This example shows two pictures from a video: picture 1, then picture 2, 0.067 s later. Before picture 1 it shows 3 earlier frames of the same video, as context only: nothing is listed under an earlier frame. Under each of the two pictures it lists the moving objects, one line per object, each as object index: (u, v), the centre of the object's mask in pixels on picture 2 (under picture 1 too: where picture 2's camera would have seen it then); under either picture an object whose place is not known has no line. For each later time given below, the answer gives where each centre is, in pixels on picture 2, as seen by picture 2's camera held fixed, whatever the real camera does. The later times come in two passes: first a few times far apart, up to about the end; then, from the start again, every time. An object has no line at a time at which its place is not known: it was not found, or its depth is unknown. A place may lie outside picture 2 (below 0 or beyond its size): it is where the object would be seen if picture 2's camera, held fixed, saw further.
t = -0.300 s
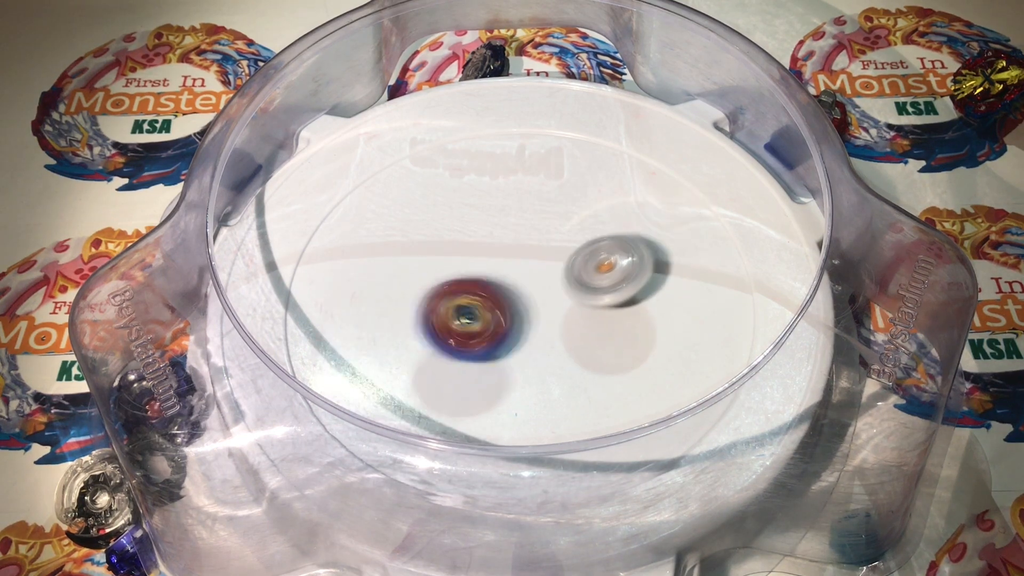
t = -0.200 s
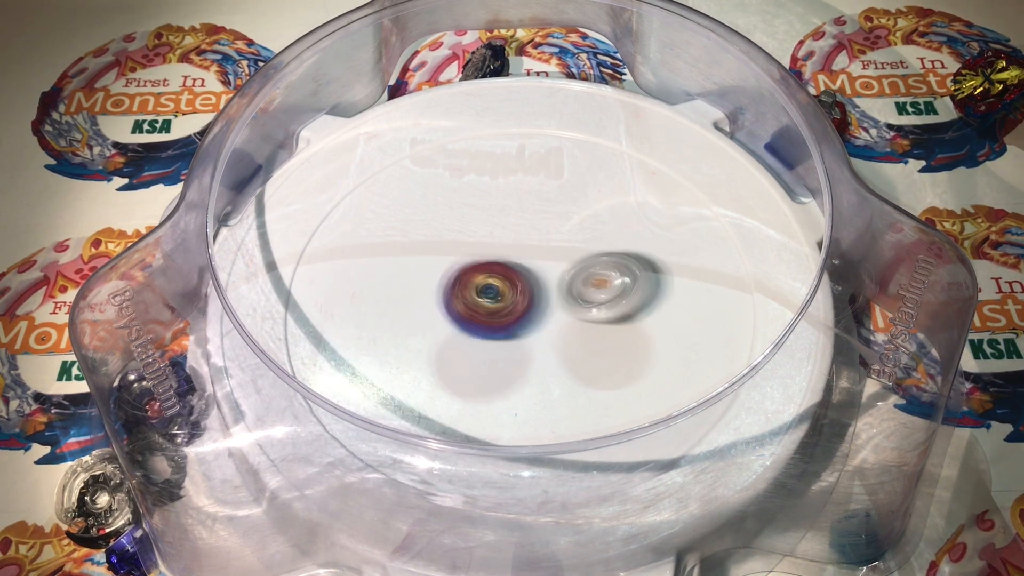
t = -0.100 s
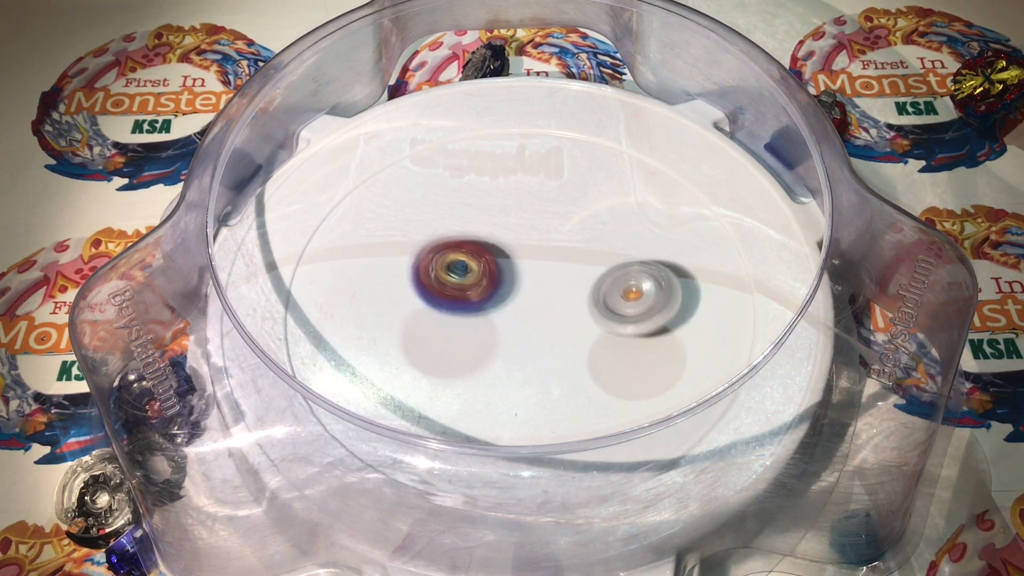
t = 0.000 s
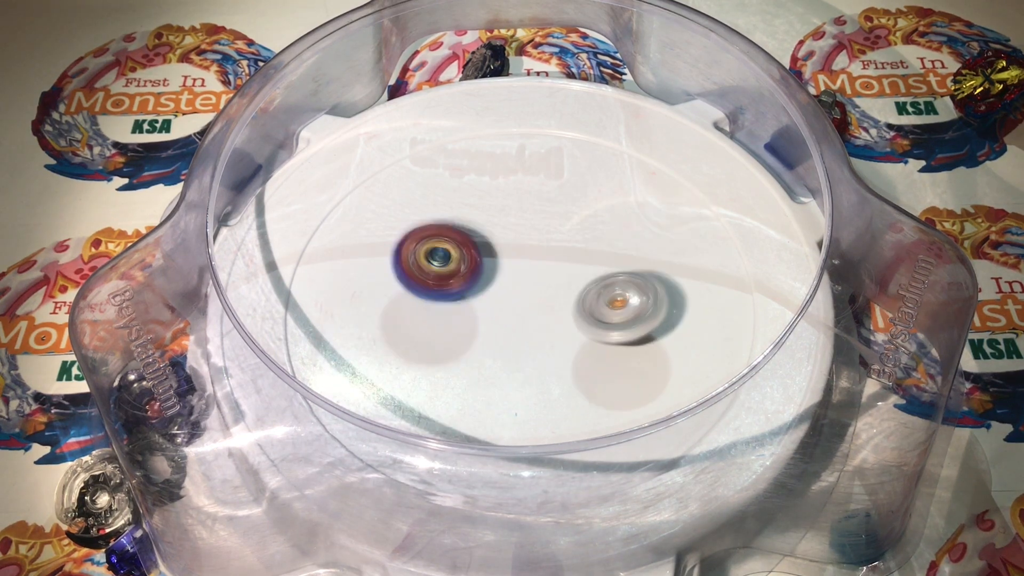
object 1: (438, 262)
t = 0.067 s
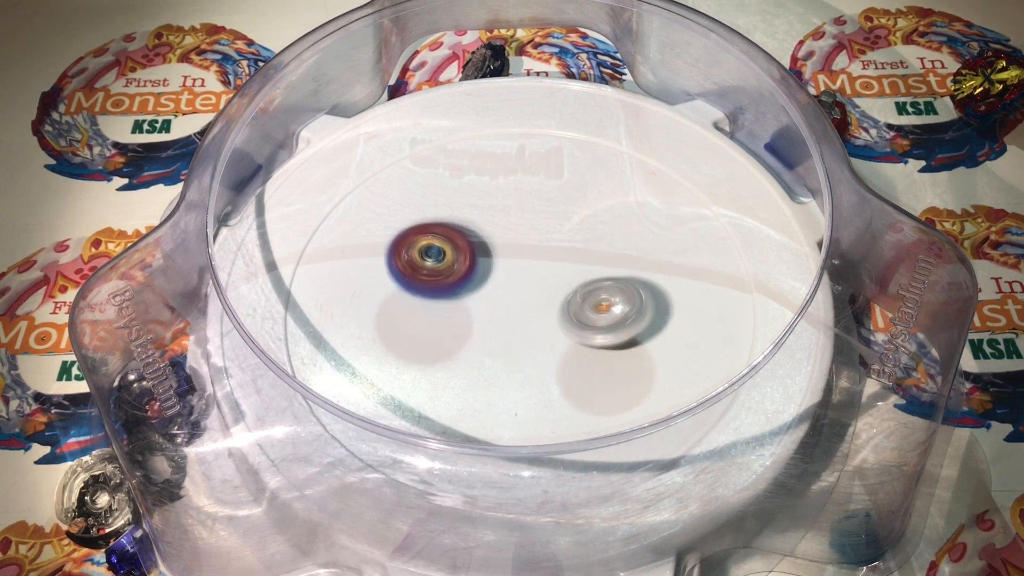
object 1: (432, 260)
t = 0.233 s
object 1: (446, 268)
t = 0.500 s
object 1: (470, 247)
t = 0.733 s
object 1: (482, 225)
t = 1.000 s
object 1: (522, 191)
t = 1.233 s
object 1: (556, 233)
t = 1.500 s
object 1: (600, 270)
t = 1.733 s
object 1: (611, 316)
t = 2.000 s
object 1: (584, 336)
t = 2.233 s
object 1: (546, 344)
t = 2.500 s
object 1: (539, 359)
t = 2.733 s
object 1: (547, 315)
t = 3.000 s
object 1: (574, 336)
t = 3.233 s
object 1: (550, 329)
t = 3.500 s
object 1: (559, 309)
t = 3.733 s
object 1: (551, 305)
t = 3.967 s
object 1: (567, 318)
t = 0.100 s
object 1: (431, 260)
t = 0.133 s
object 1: (432, 262)
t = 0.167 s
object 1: (436, 264)
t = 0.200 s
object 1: (439, 265)
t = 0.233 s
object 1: (446, 268)
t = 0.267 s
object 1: (455, 273)
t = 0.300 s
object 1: (464, 271)
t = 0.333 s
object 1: (463, 265)
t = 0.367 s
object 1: (463, 260)
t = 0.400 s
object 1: (465, 255)
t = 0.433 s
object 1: (465, 252)
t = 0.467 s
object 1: (466, 249)
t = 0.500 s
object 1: (470, 247)
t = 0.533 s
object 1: (471, 242)
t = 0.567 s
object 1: (470, 236)
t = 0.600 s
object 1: (471, 230)
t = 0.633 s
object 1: (472, 228)
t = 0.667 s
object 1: (474, 227)
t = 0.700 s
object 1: (479, 224)
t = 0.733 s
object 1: (482, 225)
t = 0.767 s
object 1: (488, 225)
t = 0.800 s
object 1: (496, 213)
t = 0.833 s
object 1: (500, 208)
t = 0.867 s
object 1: (502, 202)
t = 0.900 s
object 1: (505, 198)
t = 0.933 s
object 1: (510, 194)
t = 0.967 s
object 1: (516, 191)
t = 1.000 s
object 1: (522, 191)
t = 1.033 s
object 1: (524, 192)
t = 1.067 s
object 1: (529, 197)
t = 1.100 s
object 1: (534, 201)
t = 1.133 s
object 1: (540, 210)
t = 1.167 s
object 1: (547, 216)
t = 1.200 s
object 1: (551, 226)
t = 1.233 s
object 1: (556, 233)
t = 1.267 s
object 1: (557, 242)
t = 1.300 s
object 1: (560, 249)
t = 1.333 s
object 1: (567, 251)
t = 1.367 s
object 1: (579, 252)
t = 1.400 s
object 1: (585, 257)
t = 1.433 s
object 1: (592, 262)
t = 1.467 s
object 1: (594, 265)
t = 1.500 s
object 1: (600, 270)
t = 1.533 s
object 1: (600, 279)
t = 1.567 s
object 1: (604, 284)
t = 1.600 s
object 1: (601, 291)
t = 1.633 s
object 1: (602, 296)
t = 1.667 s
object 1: (601, 304)
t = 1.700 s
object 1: (609, 310)
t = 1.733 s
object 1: (611, 316)
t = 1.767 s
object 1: (613, 317)
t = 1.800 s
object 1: (614, 325)
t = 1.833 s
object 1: (609, 329)
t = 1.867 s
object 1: (608, 333)
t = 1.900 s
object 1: (603, 336)
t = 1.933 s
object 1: (598, 337)
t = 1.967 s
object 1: (590, 338)
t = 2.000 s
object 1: (584, 336)
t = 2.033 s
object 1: (573, 337)
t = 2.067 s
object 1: (563, 334)
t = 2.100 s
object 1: (557, 332)
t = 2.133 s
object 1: (549, 329)
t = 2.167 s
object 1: (547, 326)
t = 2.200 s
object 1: (543, 326)
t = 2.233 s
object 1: (546, 344)
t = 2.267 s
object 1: (549, 354)
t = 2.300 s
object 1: (549, 364)
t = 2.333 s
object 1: (548, 369)
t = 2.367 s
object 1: (544, 372)
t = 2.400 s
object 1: (541, 371)
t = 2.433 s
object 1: (541, 365)
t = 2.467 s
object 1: (541, 362)
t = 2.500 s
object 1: (539, 359)
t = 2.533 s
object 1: (541, 353)
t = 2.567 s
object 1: (544, 348)
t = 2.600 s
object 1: (538, 341)
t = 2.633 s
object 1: (541, 333)
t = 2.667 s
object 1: (544, 329)
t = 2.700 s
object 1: (543, 322)
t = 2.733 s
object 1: (547, 315)
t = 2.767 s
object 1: (553, 312)
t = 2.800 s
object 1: (559, 319)
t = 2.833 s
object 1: (562, 321)
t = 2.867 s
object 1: (568, 324)
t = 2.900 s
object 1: (572, 328)
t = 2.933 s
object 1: (572, 332)
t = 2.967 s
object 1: (573, 334)
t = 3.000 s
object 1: (574, 336)
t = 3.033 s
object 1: (570, 340)
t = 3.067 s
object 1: (562, 341)
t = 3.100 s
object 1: (555, 339)
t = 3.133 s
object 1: (553, 338)
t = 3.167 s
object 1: (549, 337)
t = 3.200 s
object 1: (547, 334)
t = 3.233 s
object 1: (550, 329)
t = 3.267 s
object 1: (554, 326)
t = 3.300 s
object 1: (553, 325)
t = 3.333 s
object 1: (552, 320)
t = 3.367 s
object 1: (554, 315)
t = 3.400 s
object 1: (557, 312)
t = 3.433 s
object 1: (560, 311)
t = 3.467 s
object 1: (560, 311)
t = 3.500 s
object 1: (559, 309)
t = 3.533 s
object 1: (559, 306)
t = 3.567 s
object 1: (560, 306)
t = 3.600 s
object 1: (559, 308)
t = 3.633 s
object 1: (554, 308)
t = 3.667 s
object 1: (551, 306)
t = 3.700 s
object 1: (550, 304)
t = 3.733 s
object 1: (551, 305)
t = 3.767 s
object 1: (553, 306)
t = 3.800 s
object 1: (551, 308)
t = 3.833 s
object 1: (550, 308)
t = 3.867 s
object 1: (552, 309)
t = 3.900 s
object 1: (557, 313)
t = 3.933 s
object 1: (561, 317)
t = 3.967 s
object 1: (567, 318)
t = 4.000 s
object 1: (569, 317)
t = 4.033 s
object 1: (571, 318)
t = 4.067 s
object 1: (572, 318)
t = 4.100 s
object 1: (574, 320)
